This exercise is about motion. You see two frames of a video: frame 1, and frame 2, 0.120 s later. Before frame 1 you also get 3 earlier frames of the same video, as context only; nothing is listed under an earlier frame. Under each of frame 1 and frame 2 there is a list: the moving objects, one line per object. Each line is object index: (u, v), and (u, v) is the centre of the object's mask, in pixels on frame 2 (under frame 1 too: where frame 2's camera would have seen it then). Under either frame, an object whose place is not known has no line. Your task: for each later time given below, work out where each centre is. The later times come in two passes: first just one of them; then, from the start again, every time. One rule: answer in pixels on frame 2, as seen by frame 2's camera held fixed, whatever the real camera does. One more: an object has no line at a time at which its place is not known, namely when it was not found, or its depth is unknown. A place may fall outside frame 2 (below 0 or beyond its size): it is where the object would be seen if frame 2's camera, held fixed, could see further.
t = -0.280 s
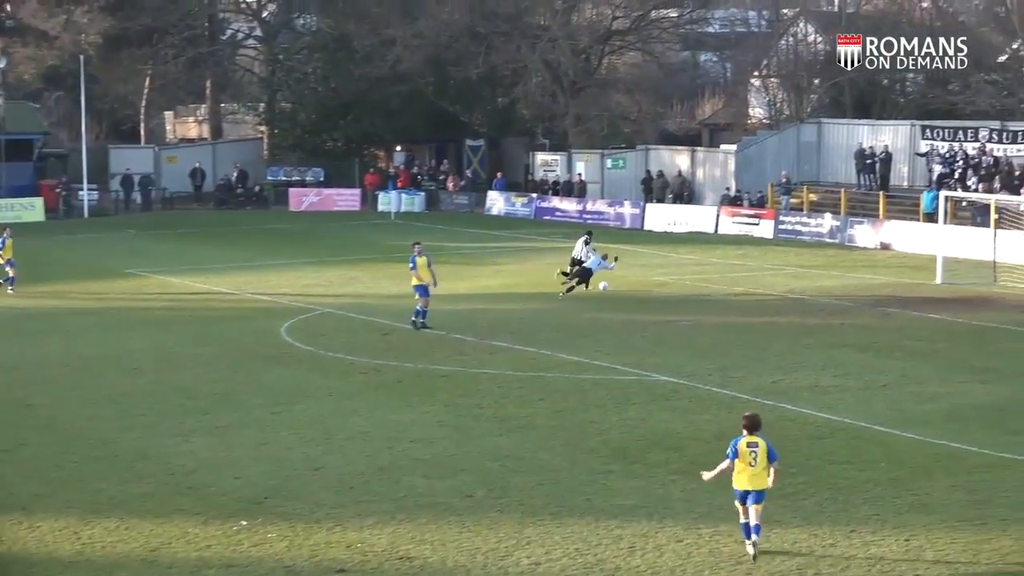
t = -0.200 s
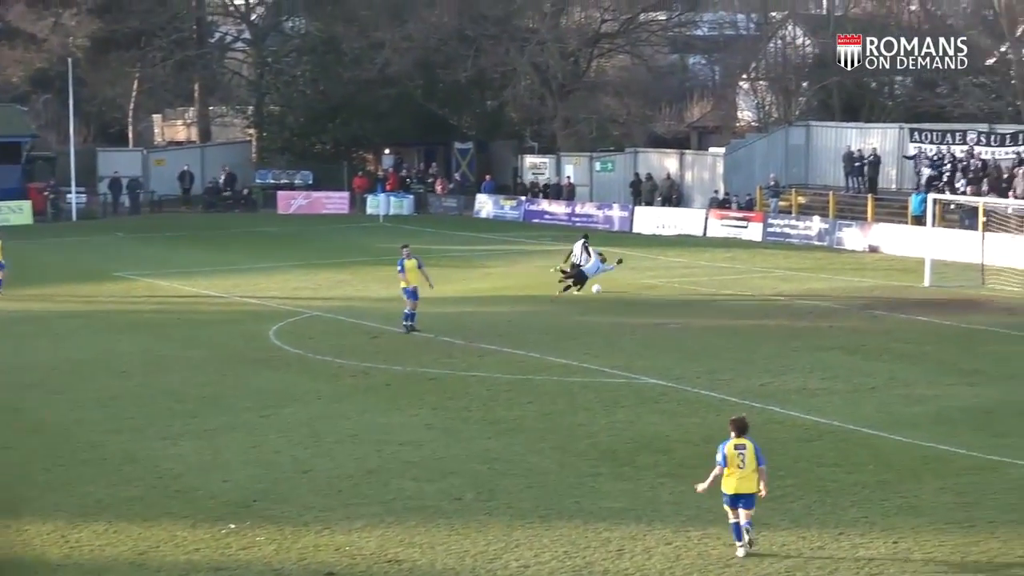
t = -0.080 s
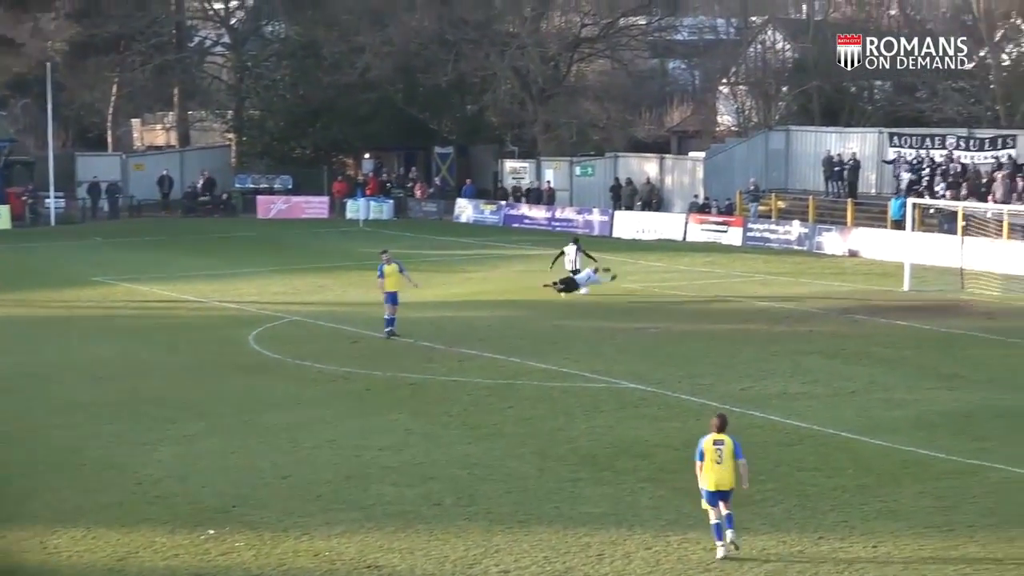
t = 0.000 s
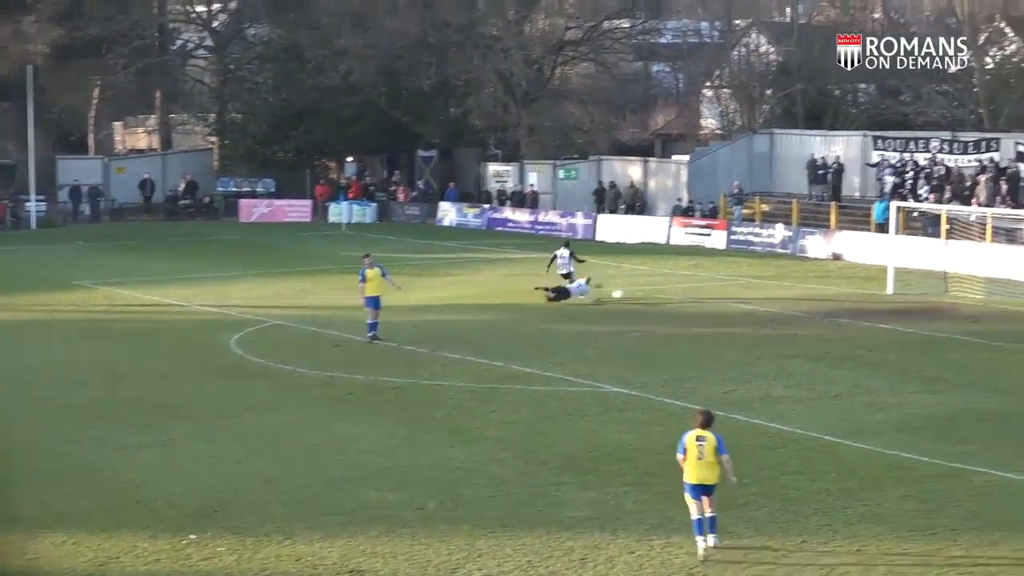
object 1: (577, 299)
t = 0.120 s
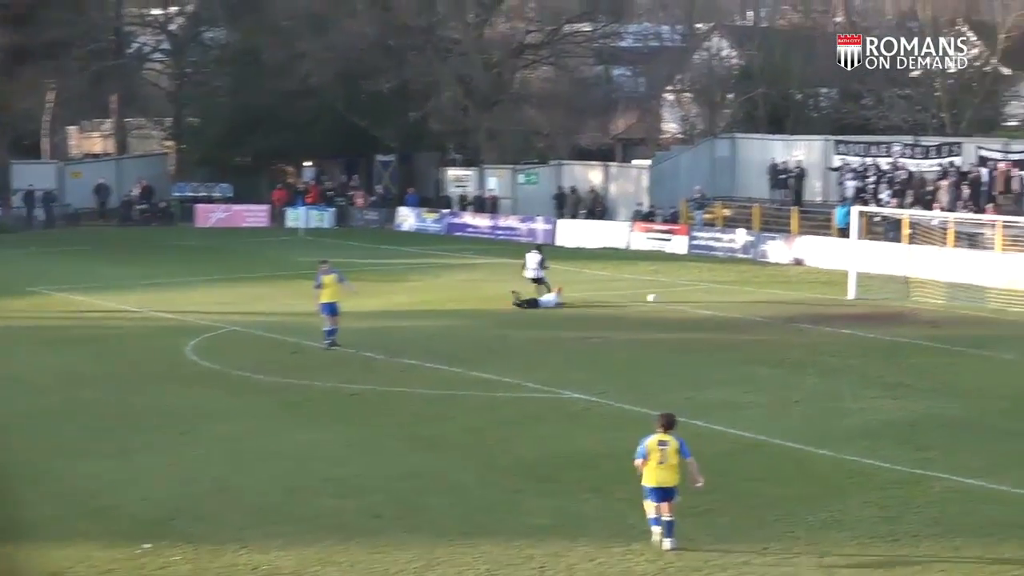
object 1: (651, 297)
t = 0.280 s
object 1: (743, 295)
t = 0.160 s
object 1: (676, 298)
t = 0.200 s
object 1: (699, 298)
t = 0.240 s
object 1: (721, 296)
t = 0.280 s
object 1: (743, 295)
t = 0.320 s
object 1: (766, 294)
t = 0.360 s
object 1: (788, 295)
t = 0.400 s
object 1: (810, 295)
